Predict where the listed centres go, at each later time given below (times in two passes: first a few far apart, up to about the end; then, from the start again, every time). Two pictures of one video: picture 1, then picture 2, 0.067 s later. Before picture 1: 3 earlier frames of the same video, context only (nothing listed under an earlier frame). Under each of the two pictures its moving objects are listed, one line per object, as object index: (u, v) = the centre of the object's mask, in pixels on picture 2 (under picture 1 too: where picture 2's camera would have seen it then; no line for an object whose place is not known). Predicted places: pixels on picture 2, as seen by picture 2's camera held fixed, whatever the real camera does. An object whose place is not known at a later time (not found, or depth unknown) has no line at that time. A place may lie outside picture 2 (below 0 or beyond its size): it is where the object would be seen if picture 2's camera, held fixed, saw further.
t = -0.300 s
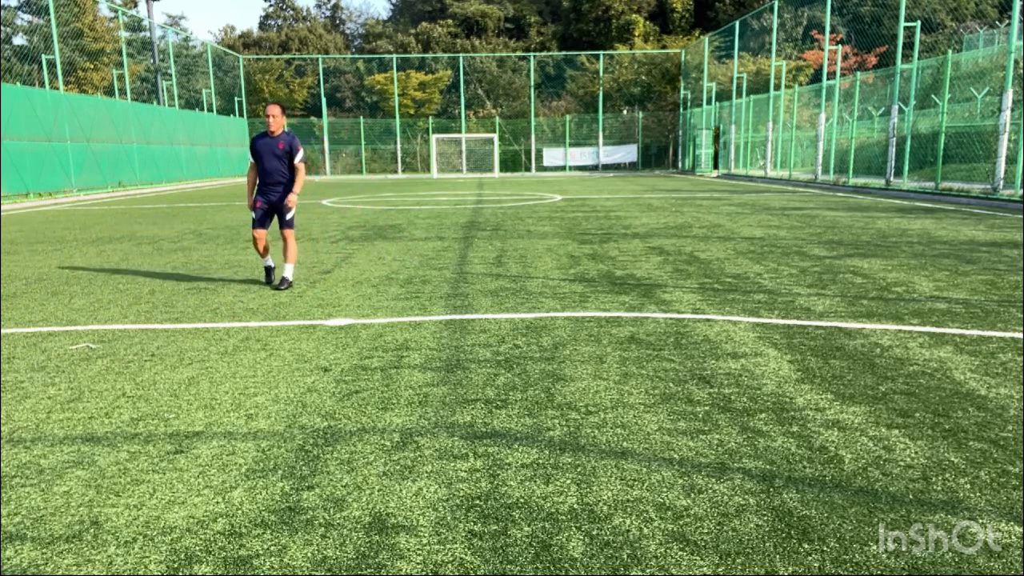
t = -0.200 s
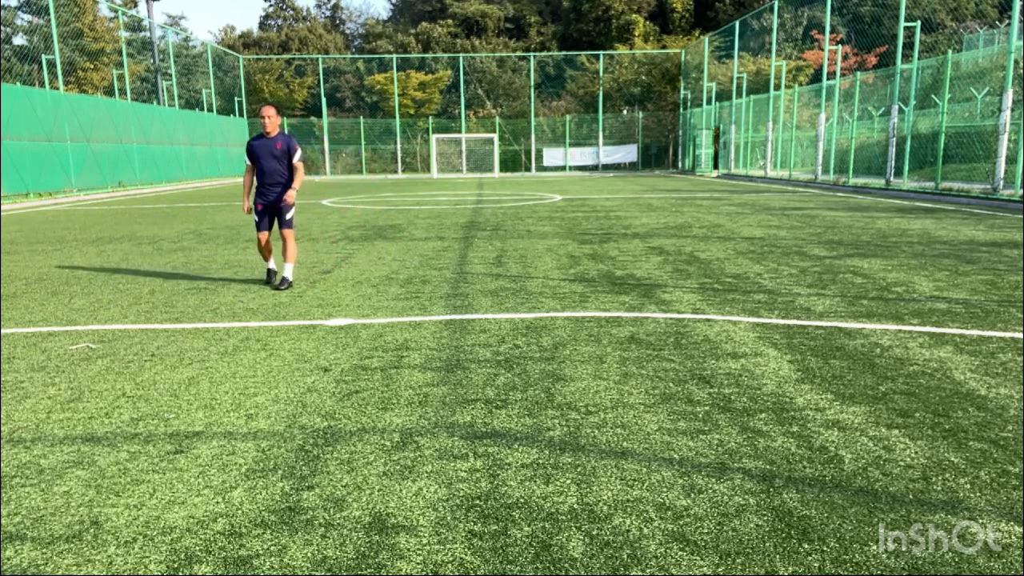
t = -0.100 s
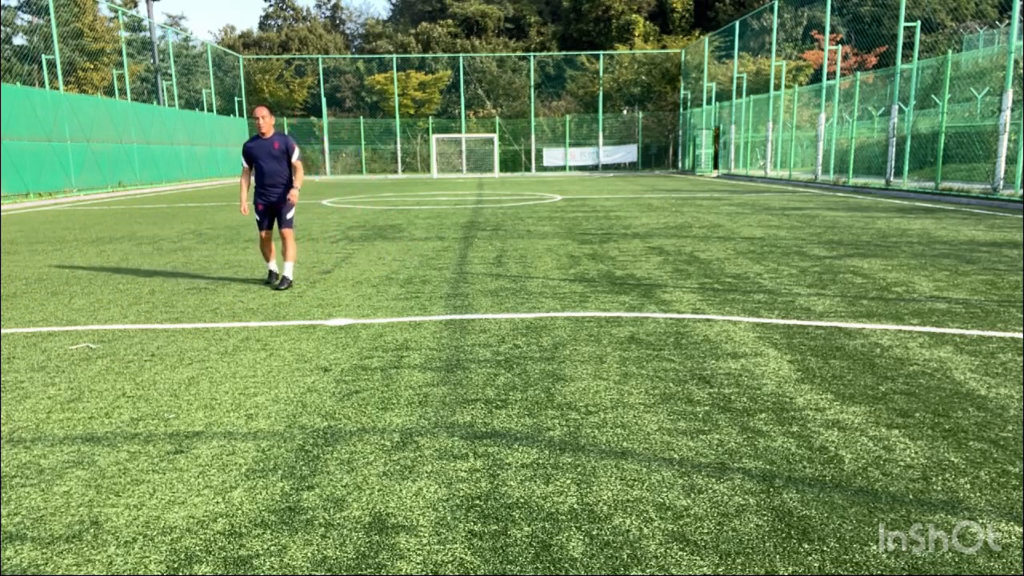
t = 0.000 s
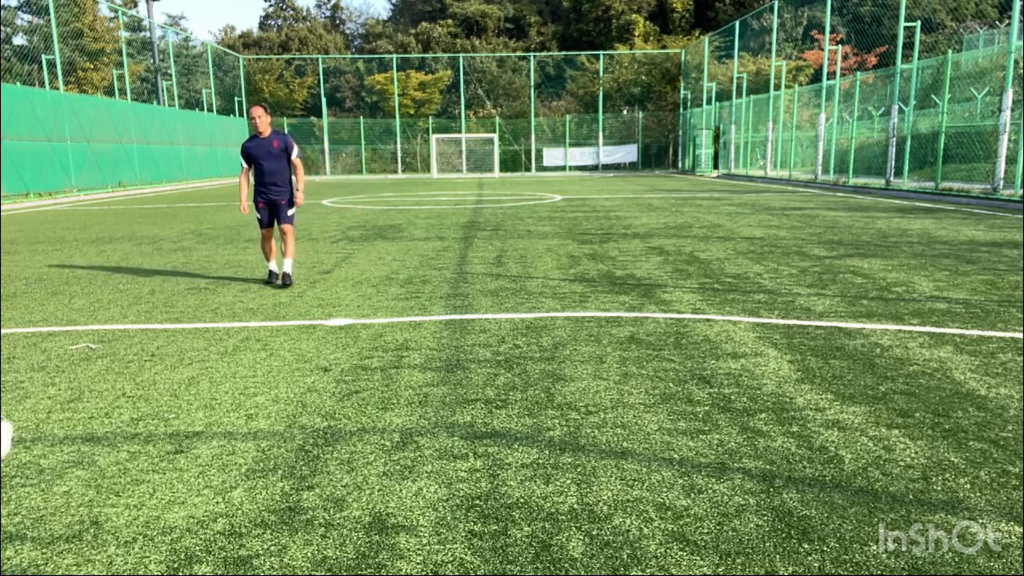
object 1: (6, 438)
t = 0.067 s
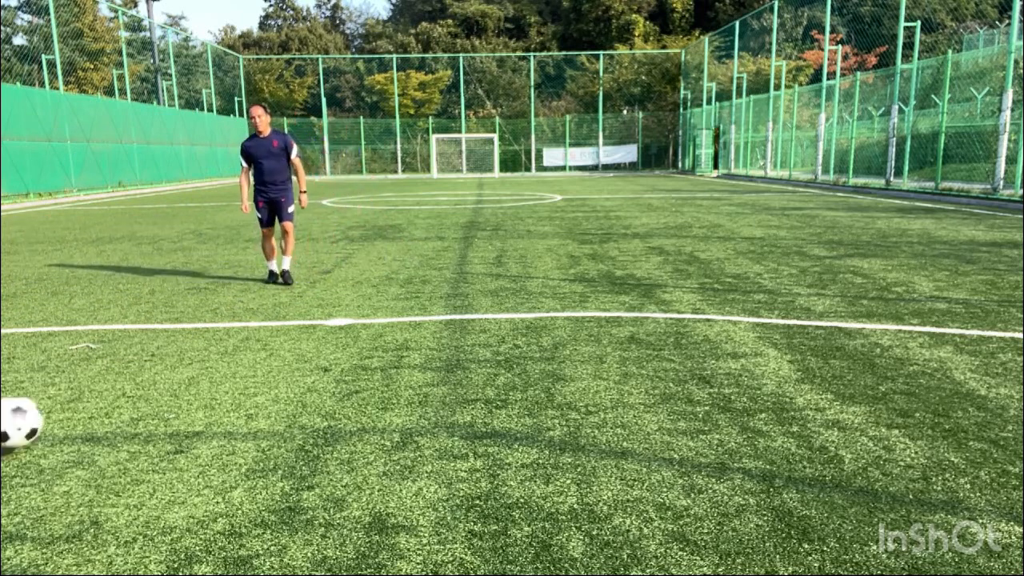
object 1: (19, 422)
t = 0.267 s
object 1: (87, 382)
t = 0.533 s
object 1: (156, 343)
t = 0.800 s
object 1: (202, 315)
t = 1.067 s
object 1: (234, 295)
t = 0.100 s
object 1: (28, 418)
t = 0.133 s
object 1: (41, 416)
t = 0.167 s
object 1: (54, 406)
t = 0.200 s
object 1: (65, 395)
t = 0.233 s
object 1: (77, 387)
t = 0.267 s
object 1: (87, 382)
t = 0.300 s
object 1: (98, 378)
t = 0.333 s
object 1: (108, 373)
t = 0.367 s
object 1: (117, 366)
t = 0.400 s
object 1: (125, 360)
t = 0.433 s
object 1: (133, 357)
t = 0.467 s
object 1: (141, 353)
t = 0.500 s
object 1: (149, 347)
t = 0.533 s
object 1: (156, 343)
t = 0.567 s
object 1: (163, 340)
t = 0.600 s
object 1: (169, 336)
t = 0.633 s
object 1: (175, 332)
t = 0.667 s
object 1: (181, 328)
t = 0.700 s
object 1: (186, 325)
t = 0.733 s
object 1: (192, 322)
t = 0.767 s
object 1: (197, 318)
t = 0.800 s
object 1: (202, 315)
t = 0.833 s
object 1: (206, 313)
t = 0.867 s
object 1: (210, 310)
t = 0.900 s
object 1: (214, 308)
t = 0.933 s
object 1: (219, 305)
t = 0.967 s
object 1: (223, 302)
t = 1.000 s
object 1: (226, 299)
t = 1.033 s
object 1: (230, 297)
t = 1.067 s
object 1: (234, 295)
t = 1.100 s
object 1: (237, 293)
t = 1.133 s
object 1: (240, 291)
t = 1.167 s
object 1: (243, 289)
